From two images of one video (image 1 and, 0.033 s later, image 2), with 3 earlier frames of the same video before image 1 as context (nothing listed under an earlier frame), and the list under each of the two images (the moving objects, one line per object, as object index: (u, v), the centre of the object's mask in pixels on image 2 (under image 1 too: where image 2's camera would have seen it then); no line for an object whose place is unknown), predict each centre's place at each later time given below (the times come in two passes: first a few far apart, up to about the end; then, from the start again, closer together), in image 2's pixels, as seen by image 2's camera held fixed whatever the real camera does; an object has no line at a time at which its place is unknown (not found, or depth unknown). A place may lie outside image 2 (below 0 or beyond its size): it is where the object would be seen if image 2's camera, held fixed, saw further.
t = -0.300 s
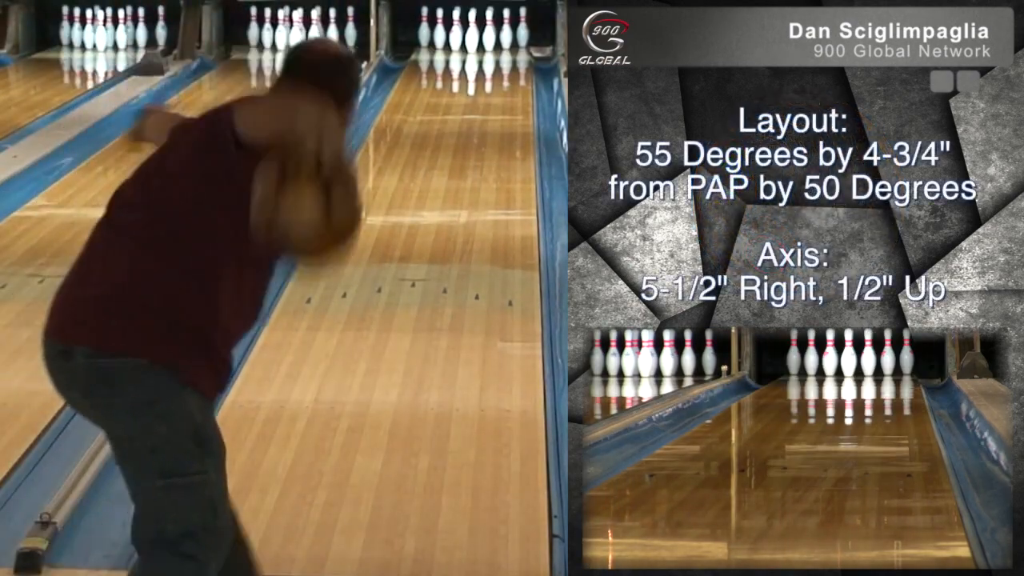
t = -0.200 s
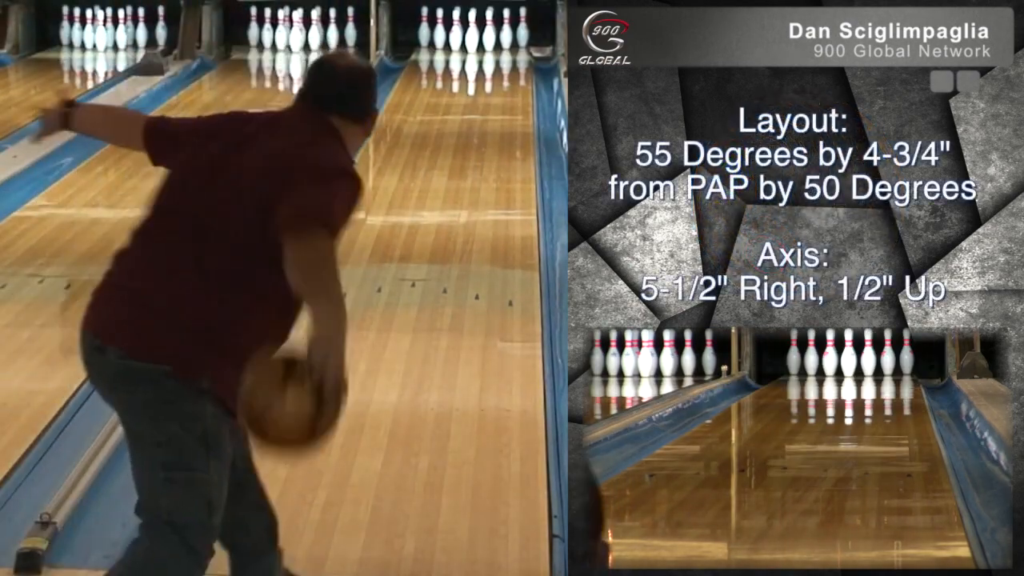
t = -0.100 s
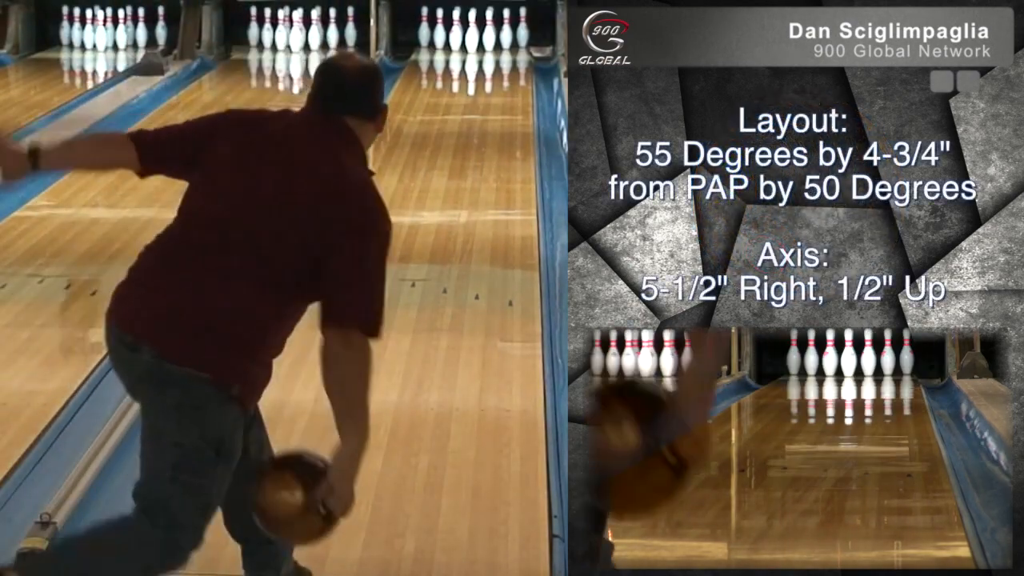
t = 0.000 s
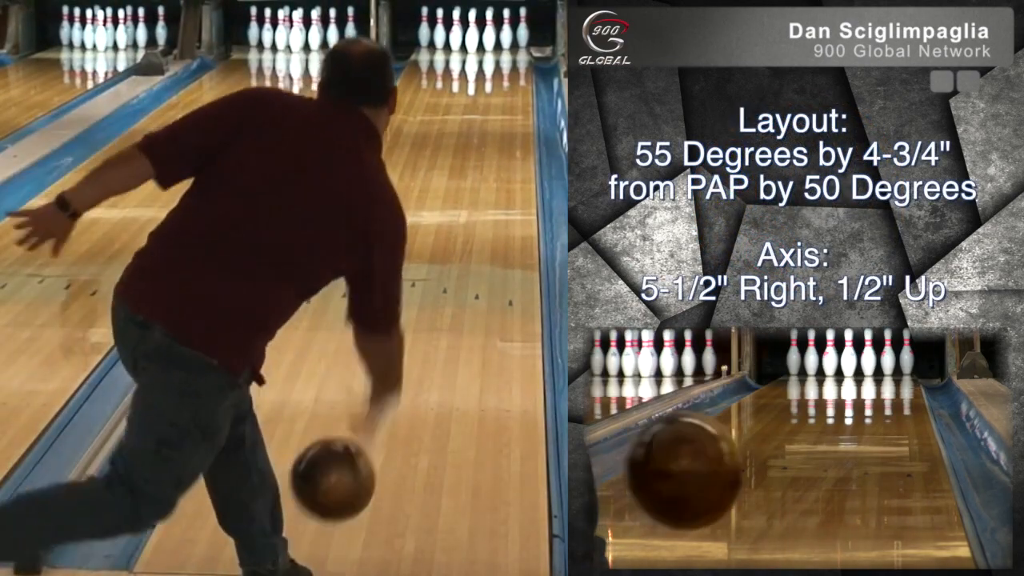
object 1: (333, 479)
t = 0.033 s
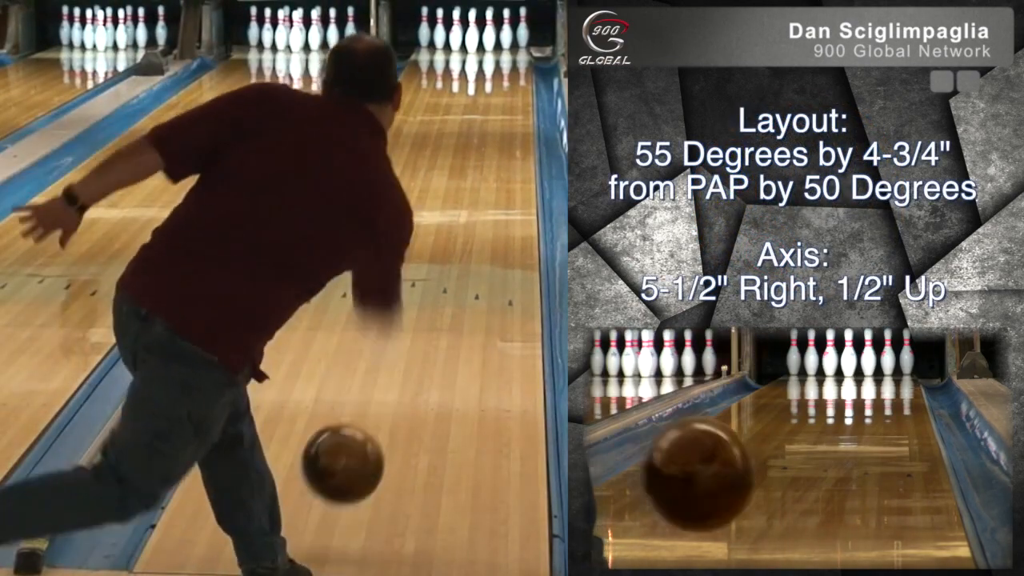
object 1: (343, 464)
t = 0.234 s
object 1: (390, 402)
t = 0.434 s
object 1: (423, 323)
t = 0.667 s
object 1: (451, 257)
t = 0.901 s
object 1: (471, 206)
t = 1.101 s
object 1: (484, 172)
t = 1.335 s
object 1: (495, 140)
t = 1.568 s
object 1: (502, 114)
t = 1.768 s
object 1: (506, 96)
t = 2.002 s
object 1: (507, 78)
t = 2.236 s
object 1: (501, 63)
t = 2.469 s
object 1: (490, 50)
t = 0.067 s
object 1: (352, 452)
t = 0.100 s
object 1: (361, 446)
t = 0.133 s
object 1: (369, 443)
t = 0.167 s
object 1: (376, 433)
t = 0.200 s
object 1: (383, 417)
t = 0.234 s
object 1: (390, 402)
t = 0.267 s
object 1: (397, 386)
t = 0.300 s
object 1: (402, 373)
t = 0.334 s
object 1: (408, 359)
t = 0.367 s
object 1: (413, 347)
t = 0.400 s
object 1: (419, 335)
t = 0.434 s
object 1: (423, 323)
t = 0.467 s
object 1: (428, 312)
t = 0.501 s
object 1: (432, 302)
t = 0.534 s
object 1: (436, 293)
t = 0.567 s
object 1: (440, 284)
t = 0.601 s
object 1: (444, 277)
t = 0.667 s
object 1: (451, 257)
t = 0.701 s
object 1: (454, 249)
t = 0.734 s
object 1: (457, 241)
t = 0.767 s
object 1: (460, 234)
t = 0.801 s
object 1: (463, 226)
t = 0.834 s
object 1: (466, 219)
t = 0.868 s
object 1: (468, 213)
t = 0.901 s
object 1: (471, 206)
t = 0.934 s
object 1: (473, 200)
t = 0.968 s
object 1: (475, 195)
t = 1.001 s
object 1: (478, 189)
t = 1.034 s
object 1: (480, 183)
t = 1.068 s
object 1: (482, 178)
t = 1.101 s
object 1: (484, 172)
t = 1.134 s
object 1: (485, 169)
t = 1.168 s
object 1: (487, 163)
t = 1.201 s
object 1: (489, 158)
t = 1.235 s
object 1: (490, 153)
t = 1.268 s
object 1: (491, 149)
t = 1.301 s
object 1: (492, 146)
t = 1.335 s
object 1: (495, 140)
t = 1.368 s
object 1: (496, 136)
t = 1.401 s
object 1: (497, 133)
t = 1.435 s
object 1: (498, 129)
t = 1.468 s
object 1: (499, 125)
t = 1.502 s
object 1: (500, 121)
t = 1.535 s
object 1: (501, 118)
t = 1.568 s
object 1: (502, 114)
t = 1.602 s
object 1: (503, 111)
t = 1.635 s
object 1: (504, 107)
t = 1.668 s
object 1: (504, 104)
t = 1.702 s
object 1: (505, 101)
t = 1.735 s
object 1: (506, 99)
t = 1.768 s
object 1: (506, 96)
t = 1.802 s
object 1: (507, 93)
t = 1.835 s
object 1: (506, 90)
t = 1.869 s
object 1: (506, 87)
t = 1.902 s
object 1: (507, 83)
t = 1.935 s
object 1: (507, 81)
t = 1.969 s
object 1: (507, 79)
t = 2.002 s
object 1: (507, 78)
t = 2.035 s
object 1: (507, 75)
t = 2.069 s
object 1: (506, 73)
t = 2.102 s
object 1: (505, 71)
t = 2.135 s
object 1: (504, 69)
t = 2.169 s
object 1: (504, 67)
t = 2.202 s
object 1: (502, 66)
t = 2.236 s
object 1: (501, 63)
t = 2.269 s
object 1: (501, 61)
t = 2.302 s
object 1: (499, 59)
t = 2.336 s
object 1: (497, 57)
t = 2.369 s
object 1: (496, 55)
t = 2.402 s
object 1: (494, 54)
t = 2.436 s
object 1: (493, 52)
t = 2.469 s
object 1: (490, 50)
